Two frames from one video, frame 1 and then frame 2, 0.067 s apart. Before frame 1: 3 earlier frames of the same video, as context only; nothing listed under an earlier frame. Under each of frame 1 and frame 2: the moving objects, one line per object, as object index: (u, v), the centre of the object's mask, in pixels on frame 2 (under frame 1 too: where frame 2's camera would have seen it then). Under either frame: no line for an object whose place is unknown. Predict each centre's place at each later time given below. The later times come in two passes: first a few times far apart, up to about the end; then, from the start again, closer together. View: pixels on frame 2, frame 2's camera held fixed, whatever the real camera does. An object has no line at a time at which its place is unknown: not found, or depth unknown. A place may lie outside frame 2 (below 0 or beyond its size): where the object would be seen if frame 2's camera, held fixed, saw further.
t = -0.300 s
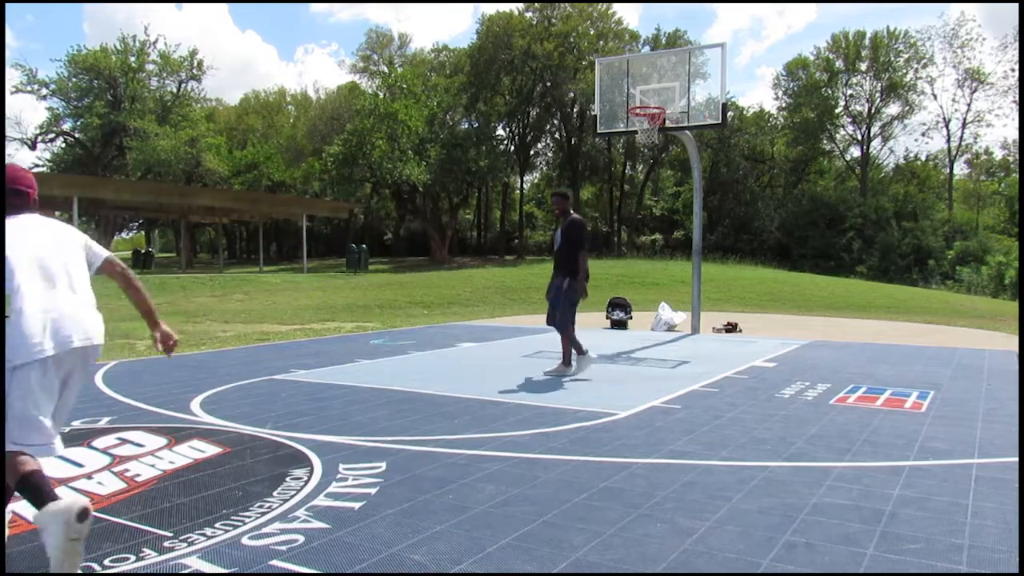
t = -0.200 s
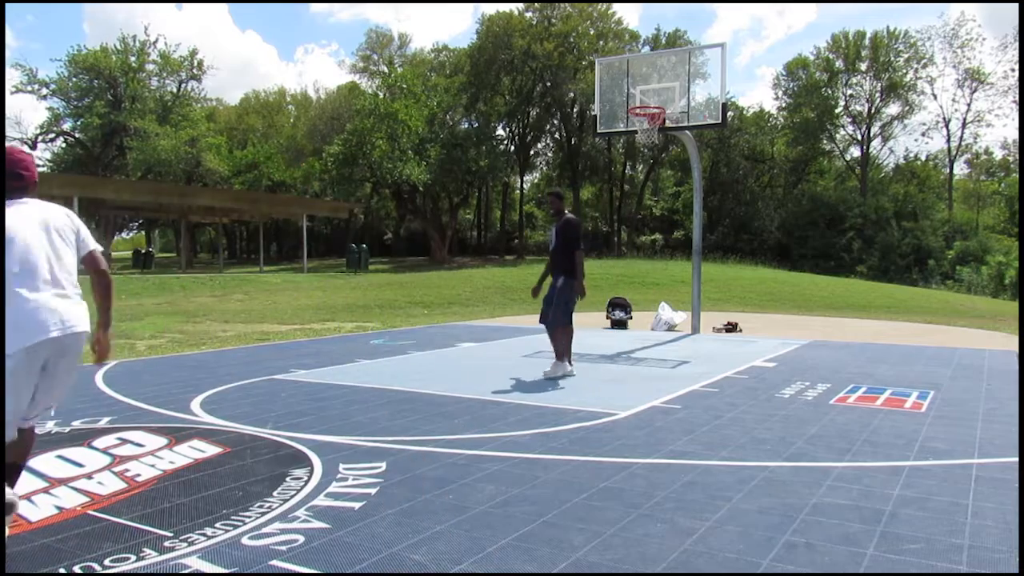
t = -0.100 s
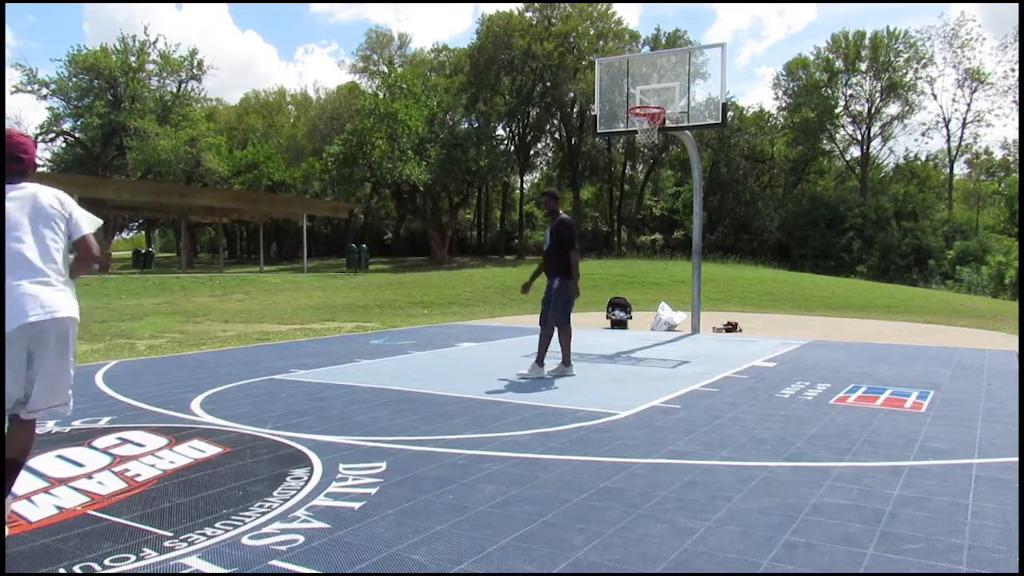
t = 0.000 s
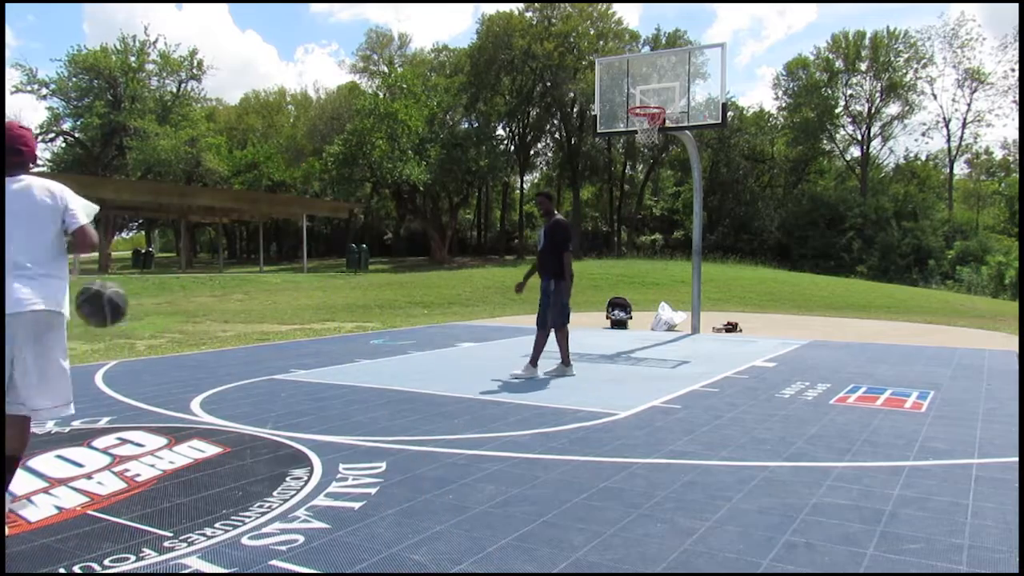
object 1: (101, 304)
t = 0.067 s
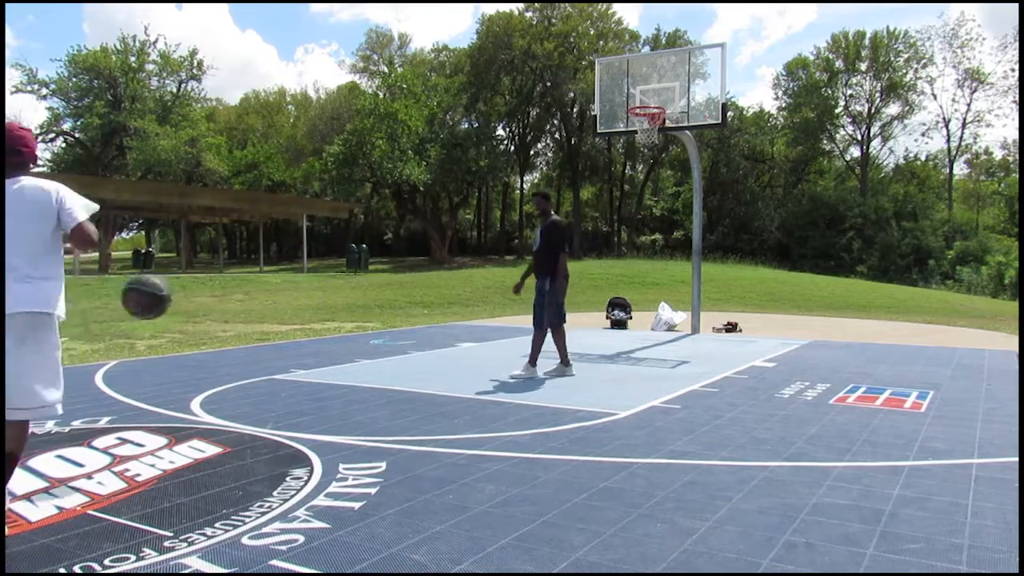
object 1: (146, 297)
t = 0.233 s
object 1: (238, 315)
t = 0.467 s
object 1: (330, 399)
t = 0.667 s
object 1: (382, 333)
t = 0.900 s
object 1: (436, 319)
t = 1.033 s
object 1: (462, 340)
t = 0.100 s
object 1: (167, 297)
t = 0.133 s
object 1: (186, 299)
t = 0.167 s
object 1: (204, 302)
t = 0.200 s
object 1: (221, 308)
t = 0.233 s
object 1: (238, 315)
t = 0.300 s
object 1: (268, 333)
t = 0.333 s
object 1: (281, 344)
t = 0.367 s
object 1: (293, 358)
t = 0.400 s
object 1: (306, 369)
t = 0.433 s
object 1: (319, 383)
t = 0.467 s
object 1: (330, 399)
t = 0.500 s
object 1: (340, 387)
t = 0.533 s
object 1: (349, 373)
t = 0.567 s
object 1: (358, 361)
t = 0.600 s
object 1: (366, 349)
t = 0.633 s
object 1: (374, 341)
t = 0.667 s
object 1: (382, 333)
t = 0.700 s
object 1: (391, 327)
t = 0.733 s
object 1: (399, 322)
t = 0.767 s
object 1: (406, 319)
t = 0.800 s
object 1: (414, 316)
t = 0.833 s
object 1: (421, 316)
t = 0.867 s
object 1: (429, 317)
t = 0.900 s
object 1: (436, 319)
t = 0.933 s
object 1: (442, 323)
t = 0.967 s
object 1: (449, 327)
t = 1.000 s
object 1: (456, 334)
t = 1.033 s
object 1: (462, 340)
